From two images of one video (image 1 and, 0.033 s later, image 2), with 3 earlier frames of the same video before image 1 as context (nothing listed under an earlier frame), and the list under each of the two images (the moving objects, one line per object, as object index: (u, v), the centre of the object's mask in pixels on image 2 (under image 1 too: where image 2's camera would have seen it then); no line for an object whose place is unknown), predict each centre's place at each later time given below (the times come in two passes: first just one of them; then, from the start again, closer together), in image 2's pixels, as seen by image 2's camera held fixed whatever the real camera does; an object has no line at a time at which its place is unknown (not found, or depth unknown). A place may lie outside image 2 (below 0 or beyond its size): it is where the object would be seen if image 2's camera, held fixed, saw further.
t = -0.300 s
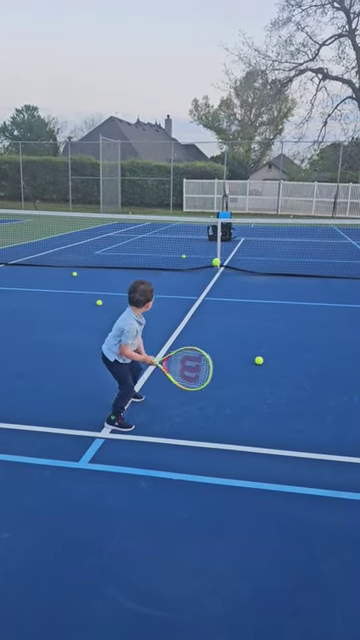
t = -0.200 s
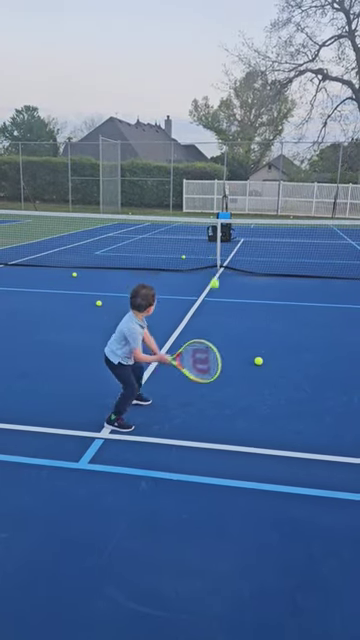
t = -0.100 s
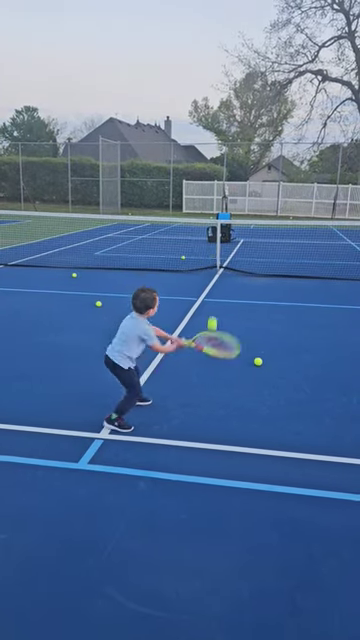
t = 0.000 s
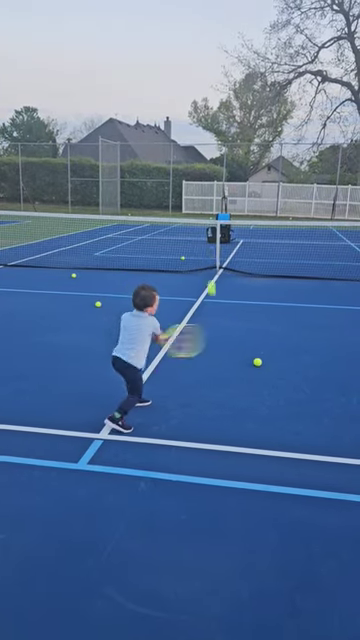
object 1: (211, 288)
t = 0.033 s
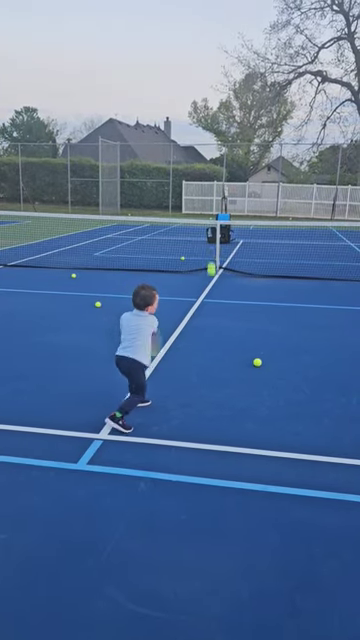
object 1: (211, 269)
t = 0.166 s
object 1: (212, 219)
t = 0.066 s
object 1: (211, 253)
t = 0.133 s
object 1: (211, 229)
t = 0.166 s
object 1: (212, 219)
